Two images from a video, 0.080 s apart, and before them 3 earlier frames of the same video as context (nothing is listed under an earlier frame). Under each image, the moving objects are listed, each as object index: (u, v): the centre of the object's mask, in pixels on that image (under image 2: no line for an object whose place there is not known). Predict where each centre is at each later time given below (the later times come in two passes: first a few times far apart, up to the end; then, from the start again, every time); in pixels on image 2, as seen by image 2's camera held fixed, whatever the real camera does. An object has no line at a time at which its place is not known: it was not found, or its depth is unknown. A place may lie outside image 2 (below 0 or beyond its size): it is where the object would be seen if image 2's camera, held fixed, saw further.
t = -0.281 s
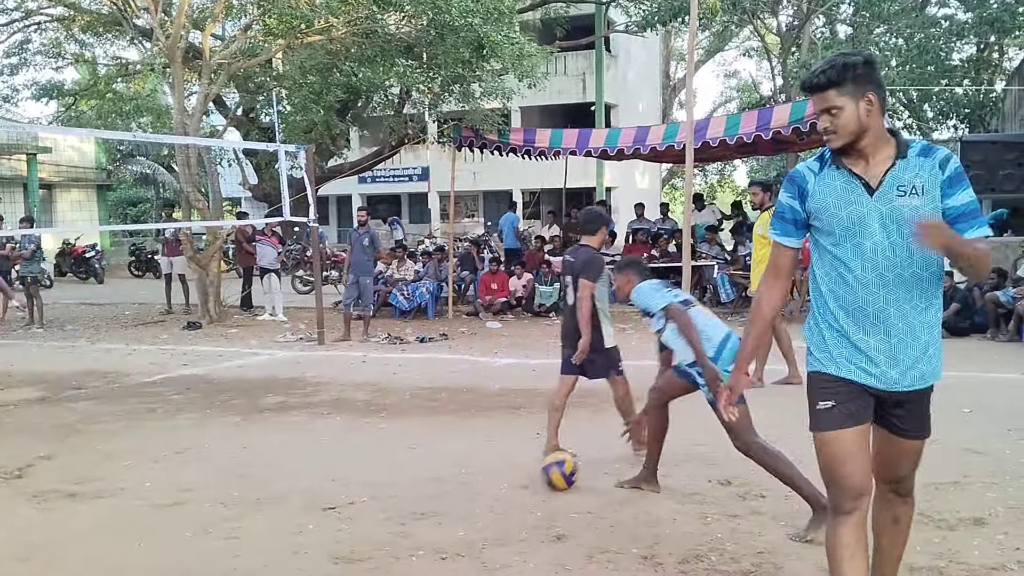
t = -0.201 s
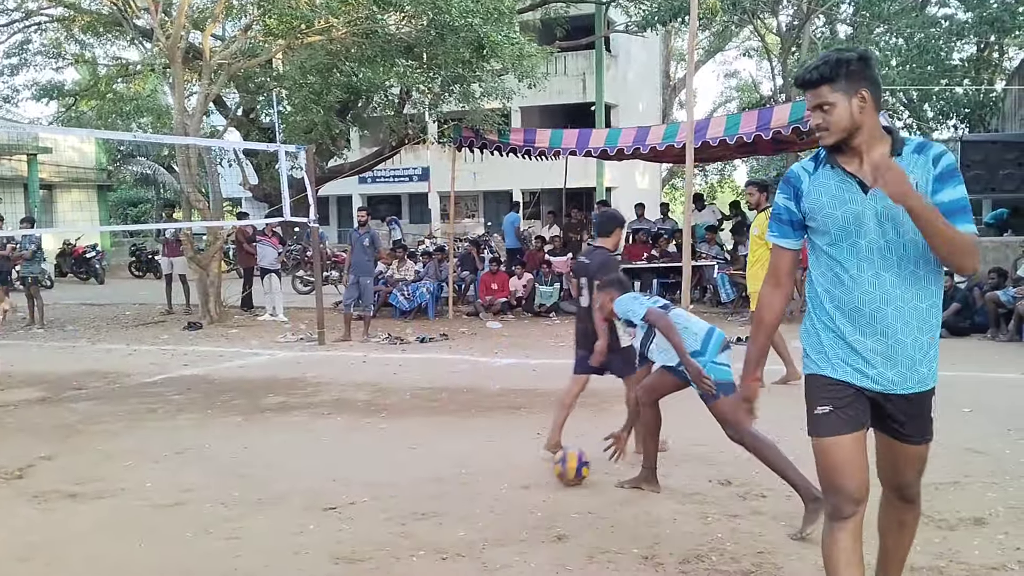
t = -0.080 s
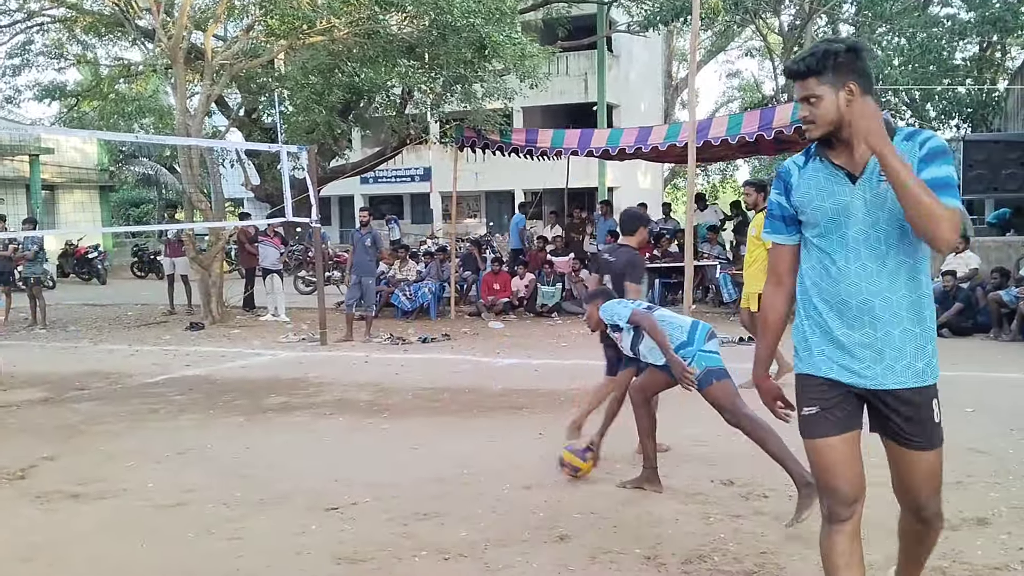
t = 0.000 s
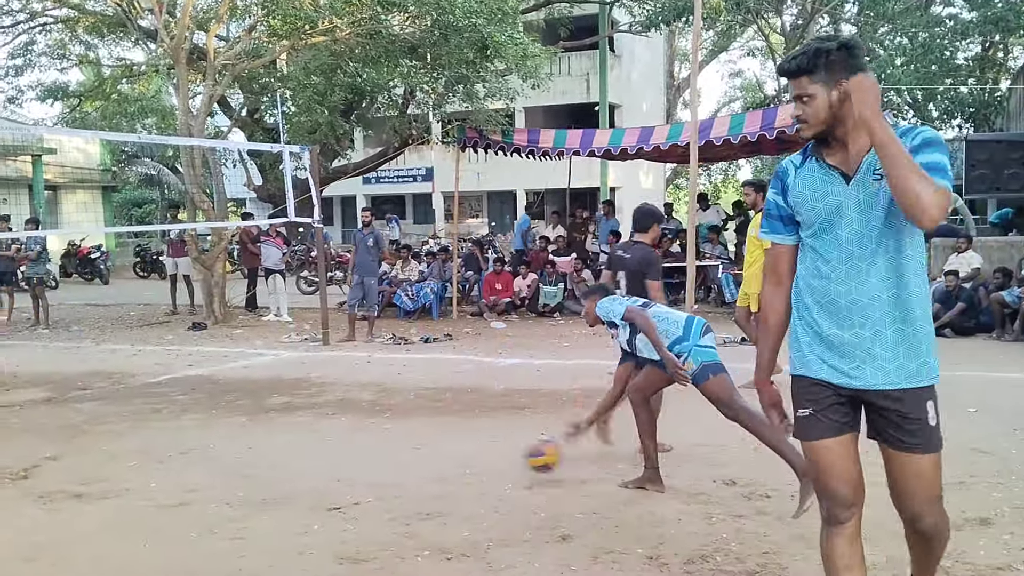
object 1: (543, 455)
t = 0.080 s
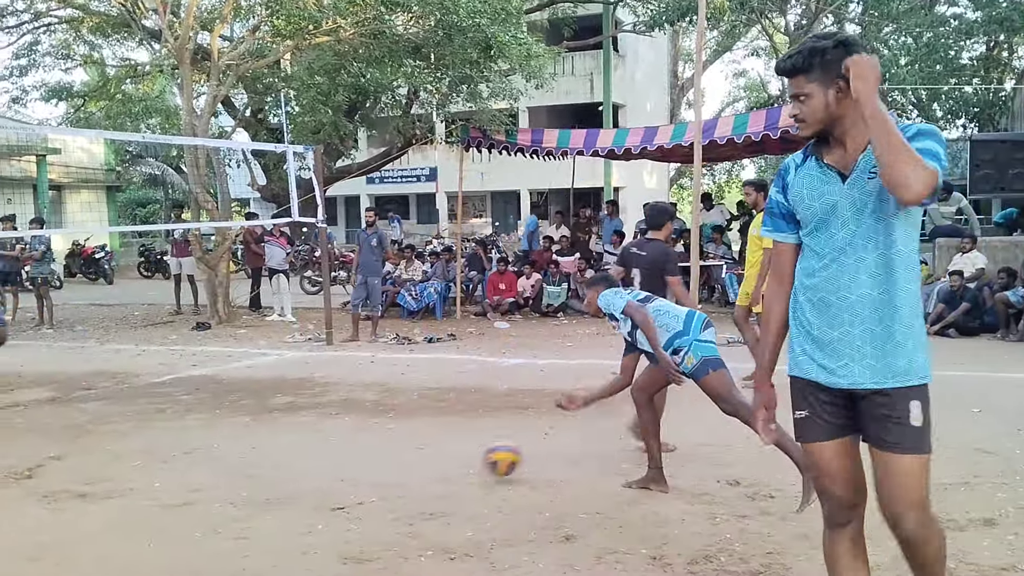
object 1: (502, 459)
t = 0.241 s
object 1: (430, 461)
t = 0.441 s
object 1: (346, 467)
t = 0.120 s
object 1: (480, 466)
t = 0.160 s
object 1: (463, 462)
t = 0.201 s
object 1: (446, 460)
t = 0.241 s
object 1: (430, 461)
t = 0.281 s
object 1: (415, 462)
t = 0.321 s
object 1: (399, 467)
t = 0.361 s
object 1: (381, 467)
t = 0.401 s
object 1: (363, 470)
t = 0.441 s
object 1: (346, 467)
